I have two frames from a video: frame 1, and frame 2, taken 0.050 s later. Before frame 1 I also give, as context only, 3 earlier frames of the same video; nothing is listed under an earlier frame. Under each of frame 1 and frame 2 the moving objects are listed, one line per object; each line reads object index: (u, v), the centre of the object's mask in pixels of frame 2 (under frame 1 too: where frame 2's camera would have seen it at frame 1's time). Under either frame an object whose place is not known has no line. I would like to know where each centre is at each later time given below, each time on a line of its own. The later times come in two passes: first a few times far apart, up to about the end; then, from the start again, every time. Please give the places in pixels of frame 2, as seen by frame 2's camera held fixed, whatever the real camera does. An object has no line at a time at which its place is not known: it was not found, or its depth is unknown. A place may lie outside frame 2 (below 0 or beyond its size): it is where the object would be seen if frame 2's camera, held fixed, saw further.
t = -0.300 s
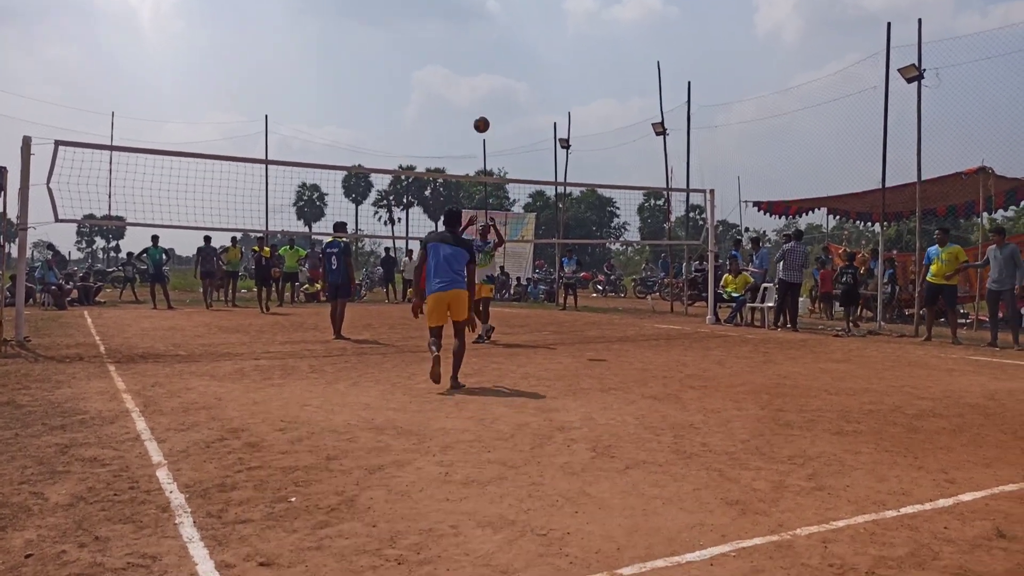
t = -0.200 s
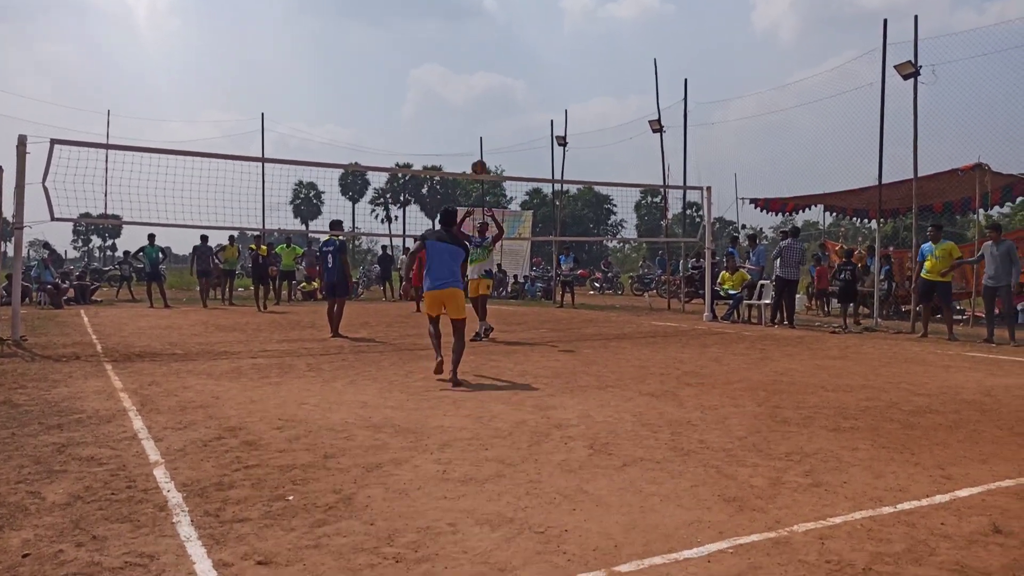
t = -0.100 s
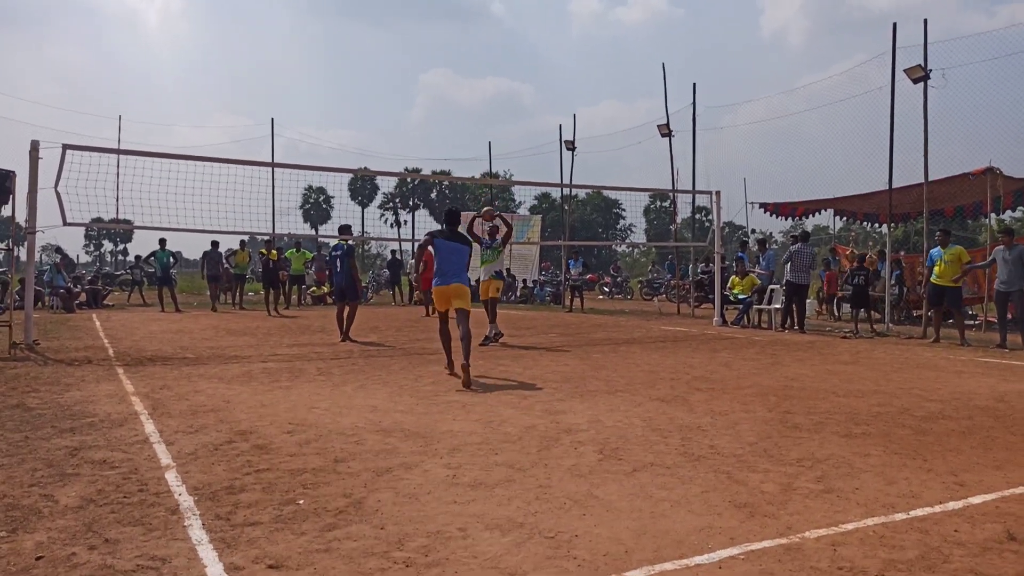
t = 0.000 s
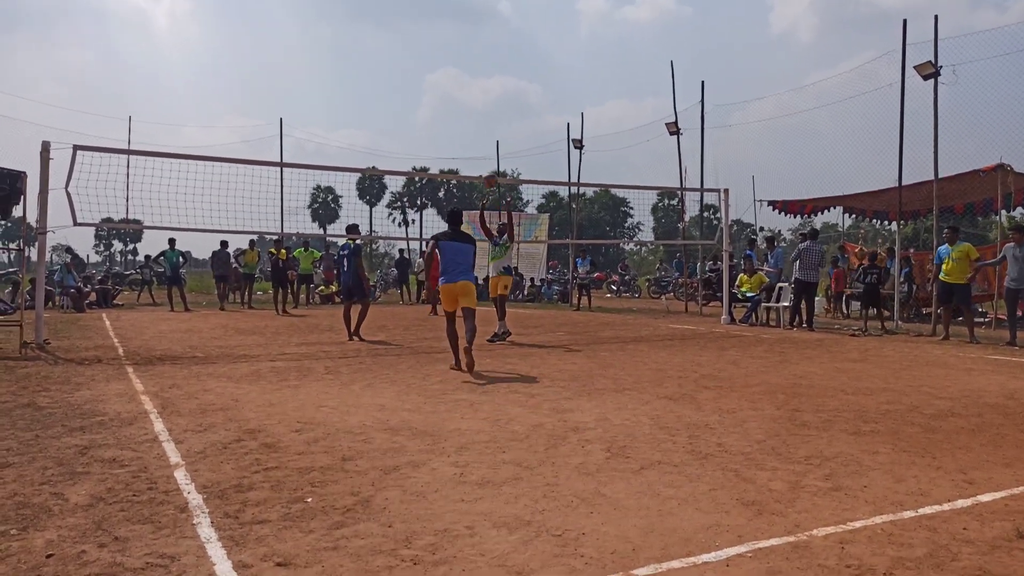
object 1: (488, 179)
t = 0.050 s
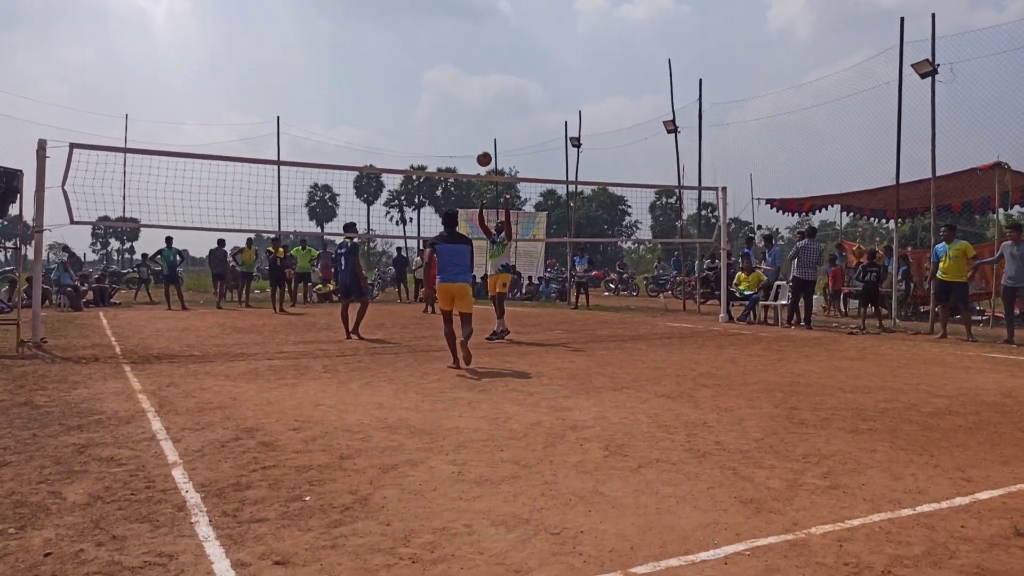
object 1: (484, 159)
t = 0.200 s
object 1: (473, 110)
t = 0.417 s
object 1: (456, 67)
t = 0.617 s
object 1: (440, 57)
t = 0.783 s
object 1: (428, 70)
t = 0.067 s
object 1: (483, 153)
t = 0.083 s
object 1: (481, 147)
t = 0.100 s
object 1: (480, 141)
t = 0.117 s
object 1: (479, 136)
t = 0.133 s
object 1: (478, 130)
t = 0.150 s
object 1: (476, 125)
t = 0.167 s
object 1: (475, 120)
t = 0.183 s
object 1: (474, 115)
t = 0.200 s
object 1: (473, 110)
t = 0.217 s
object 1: (471, 106)
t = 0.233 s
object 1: (470, 101)
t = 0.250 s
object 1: (469, 97)
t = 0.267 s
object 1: (468, 93)
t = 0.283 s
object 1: (466, 89)
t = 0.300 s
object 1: (465, 86)
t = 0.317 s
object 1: (464, 83)
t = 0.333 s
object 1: (463, 80)
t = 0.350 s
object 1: (461, 77)
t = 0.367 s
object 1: (460, 74)
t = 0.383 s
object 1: (459, 71)
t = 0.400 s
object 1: (457, 69)
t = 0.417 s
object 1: (456, 67)
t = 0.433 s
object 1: (455, 65)
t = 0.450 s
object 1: (454, 63)
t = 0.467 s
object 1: (452, 62)
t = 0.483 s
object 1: (451, 60)
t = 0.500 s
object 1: (450, 59)
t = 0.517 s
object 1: (448, 58)
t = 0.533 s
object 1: (447, 57)
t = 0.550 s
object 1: (446, 57)
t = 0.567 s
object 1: (444, 56)
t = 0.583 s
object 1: (443, 56)
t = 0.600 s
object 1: (441, 56)
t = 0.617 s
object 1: (440, 57)
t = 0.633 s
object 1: (439, 57)
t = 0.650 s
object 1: (438, 58)
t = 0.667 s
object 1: (437, 58)
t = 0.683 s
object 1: (435, 59)
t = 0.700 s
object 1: (434, 61)
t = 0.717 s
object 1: (433, 62)
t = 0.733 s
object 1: (432, 64)
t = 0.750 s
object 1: (430, 65)
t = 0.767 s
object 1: (429, 68)
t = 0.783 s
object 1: (428, 70)
